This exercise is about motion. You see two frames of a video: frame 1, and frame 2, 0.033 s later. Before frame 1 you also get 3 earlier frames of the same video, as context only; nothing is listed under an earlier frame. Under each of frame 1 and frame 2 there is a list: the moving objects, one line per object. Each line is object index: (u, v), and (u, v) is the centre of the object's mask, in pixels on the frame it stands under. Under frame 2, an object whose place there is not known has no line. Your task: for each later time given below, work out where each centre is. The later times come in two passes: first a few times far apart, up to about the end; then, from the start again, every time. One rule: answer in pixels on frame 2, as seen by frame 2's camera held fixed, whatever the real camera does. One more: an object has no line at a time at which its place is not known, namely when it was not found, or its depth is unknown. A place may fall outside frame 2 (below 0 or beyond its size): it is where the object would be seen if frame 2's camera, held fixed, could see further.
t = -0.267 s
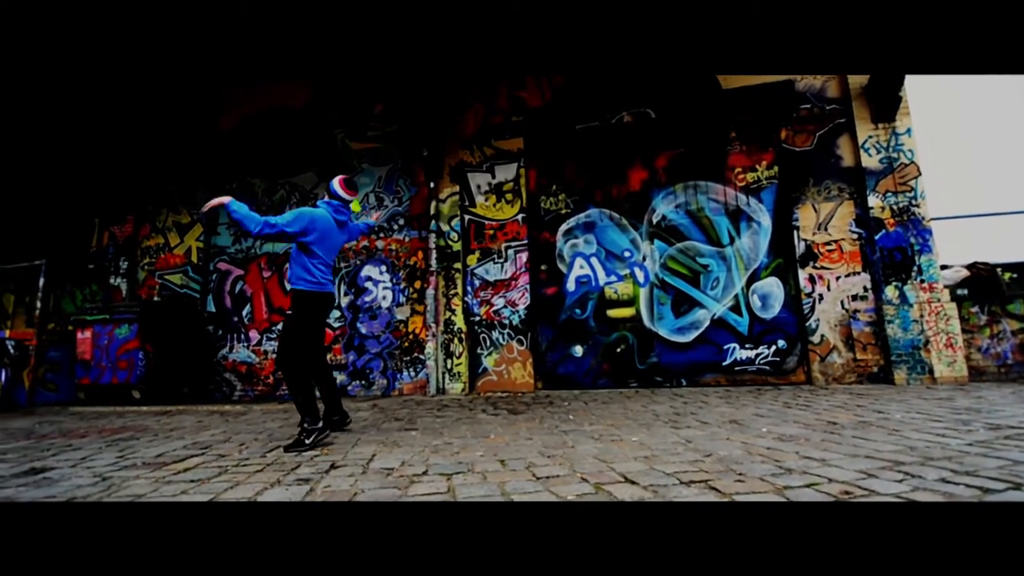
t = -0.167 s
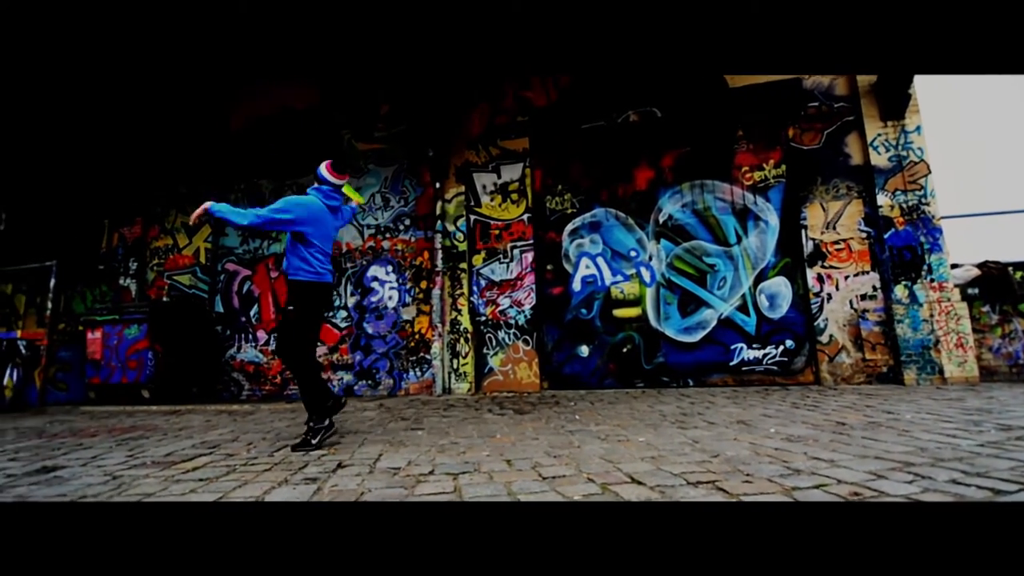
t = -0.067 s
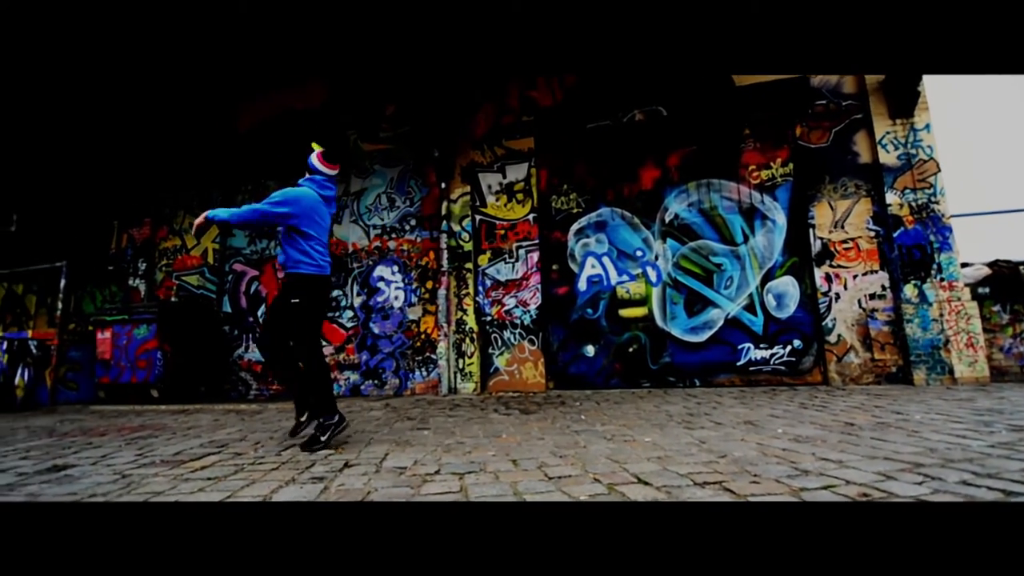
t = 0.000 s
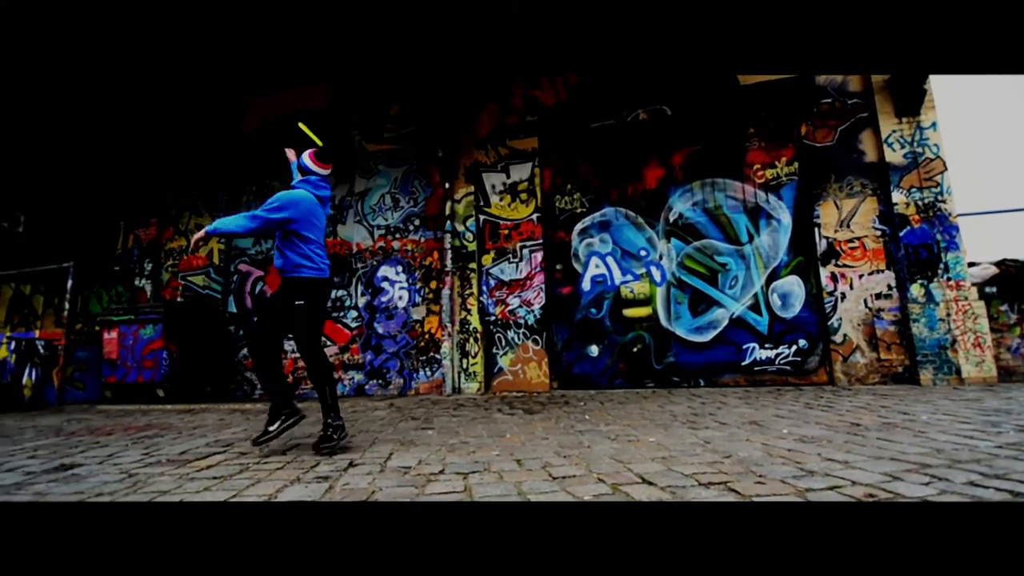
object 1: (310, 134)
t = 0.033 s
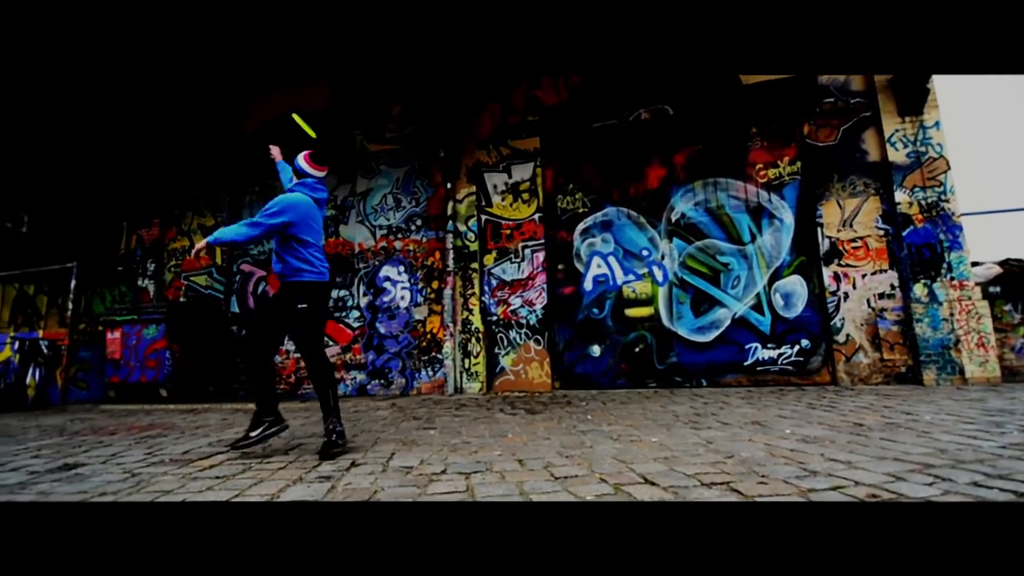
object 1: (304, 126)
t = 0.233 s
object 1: (263, 88)
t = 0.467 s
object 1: (231, 78)
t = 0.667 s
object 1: (212, 94)
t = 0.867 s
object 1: (202, 133)
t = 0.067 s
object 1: (296, 117)
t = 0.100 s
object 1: (288, 109)
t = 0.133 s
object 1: (282, 103)
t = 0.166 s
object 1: (275, 97)
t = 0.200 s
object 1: (269, 93)
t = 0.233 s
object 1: (263, 88)
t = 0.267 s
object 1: (258, 85)
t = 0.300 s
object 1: (253, 82)
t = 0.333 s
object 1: (248, 80)
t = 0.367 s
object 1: (244, 79)
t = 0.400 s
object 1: (240, 78)
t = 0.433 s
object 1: (235, 78)
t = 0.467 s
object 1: (231, 78)
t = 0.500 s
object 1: (227, 79)
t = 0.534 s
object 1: (224, 80)
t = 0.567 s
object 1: (221, 83)
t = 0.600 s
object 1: (217, 86)
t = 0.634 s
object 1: (215, 89)
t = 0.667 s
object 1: (212, 94)
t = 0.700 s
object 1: (211, 98)
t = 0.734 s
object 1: (208, 104)
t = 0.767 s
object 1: (206, 110)
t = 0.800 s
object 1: (205, 117)
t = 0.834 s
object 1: (203, 125)
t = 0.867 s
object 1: (202, 133)
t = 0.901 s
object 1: (200, 142)
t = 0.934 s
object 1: (200, 152)
